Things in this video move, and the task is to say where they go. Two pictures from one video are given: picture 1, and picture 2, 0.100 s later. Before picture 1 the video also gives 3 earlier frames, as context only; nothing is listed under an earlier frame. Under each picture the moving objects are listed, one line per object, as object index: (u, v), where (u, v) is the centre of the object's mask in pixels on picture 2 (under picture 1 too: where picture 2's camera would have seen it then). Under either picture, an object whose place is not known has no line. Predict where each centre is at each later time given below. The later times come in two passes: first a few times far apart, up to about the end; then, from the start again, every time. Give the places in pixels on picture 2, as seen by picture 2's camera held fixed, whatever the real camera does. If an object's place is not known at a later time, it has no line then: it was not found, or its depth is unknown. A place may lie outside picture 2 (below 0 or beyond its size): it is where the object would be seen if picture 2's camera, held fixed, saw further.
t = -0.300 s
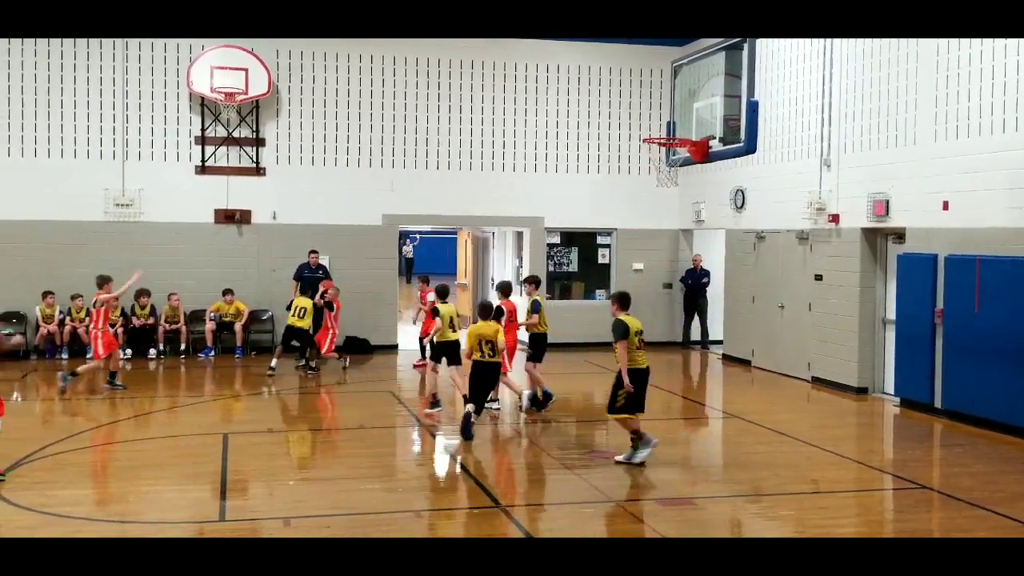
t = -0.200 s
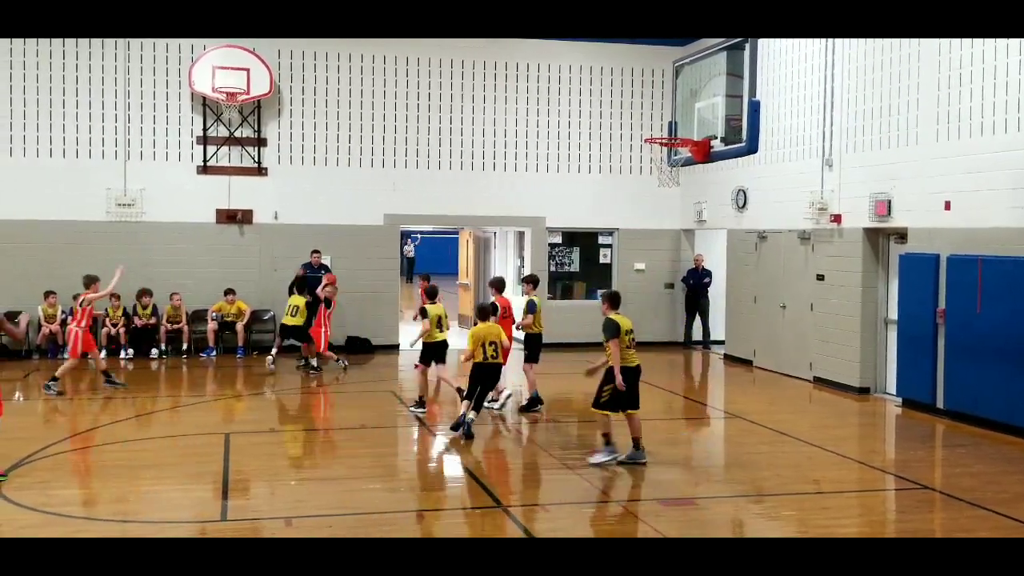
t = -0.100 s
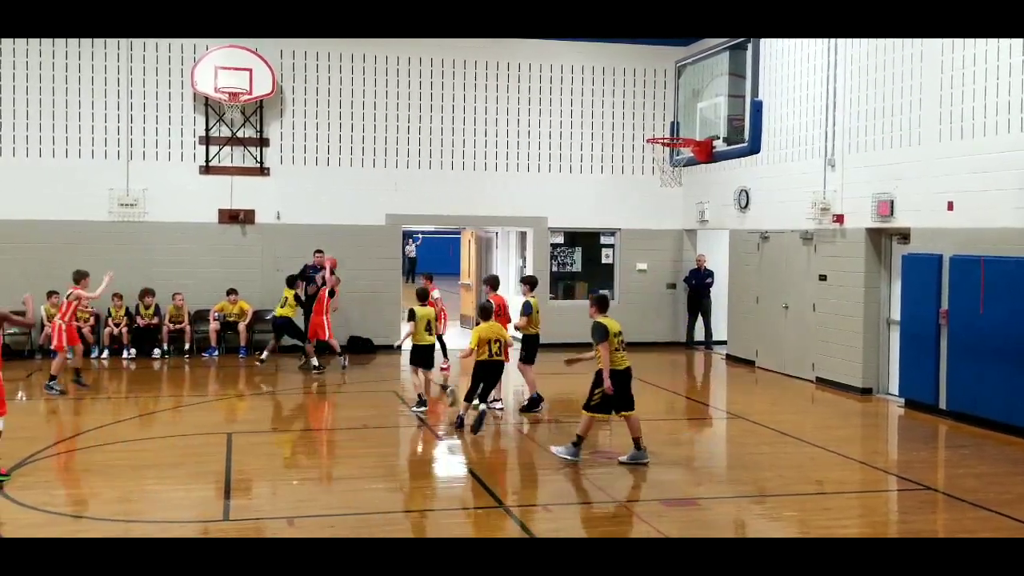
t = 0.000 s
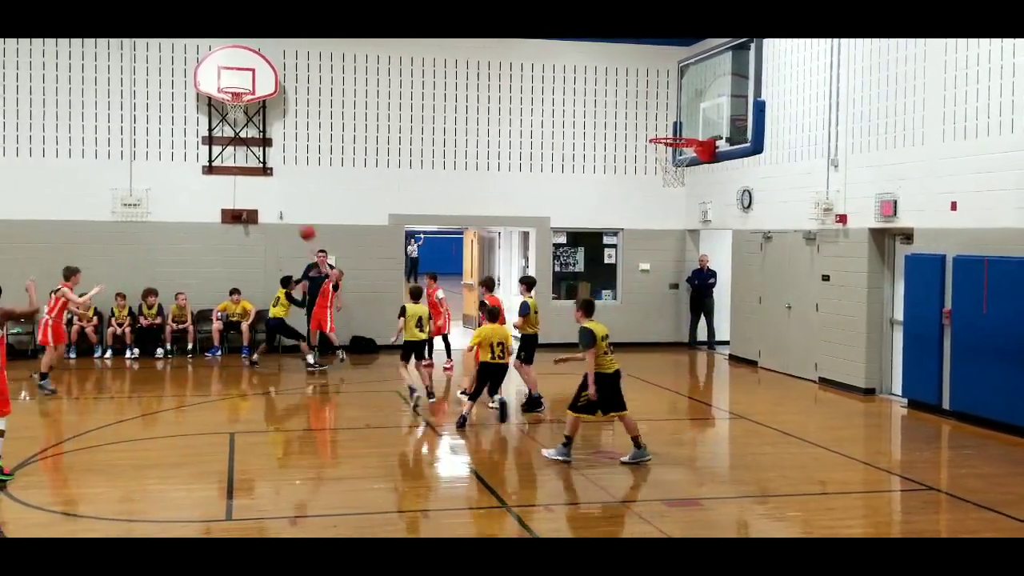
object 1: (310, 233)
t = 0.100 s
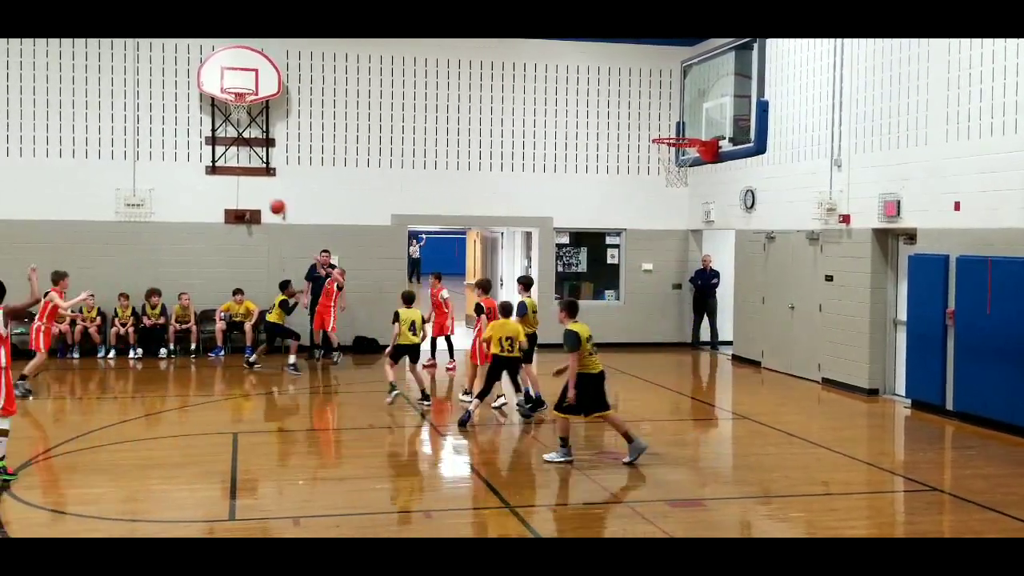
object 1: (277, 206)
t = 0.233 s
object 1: (230, 180)
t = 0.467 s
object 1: (139, 160)
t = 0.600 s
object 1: (81, 167)
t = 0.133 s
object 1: (266, 199)
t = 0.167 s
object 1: (254, 192)
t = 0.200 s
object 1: (242, 186)
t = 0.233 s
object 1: (230, 180)
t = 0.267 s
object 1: (218, 174)
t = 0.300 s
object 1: (205, 171)
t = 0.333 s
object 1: (193, 167)
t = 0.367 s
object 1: (180, 165)
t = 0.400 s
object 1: (166, 162)
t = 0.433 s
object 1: (153, 161)
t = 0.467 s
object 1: (139, 160)
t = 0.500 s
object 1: (125, 160)
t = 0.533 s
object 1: (111, 161)
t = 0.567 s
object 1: (96, 164)
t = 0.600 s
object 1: (81, 167)
